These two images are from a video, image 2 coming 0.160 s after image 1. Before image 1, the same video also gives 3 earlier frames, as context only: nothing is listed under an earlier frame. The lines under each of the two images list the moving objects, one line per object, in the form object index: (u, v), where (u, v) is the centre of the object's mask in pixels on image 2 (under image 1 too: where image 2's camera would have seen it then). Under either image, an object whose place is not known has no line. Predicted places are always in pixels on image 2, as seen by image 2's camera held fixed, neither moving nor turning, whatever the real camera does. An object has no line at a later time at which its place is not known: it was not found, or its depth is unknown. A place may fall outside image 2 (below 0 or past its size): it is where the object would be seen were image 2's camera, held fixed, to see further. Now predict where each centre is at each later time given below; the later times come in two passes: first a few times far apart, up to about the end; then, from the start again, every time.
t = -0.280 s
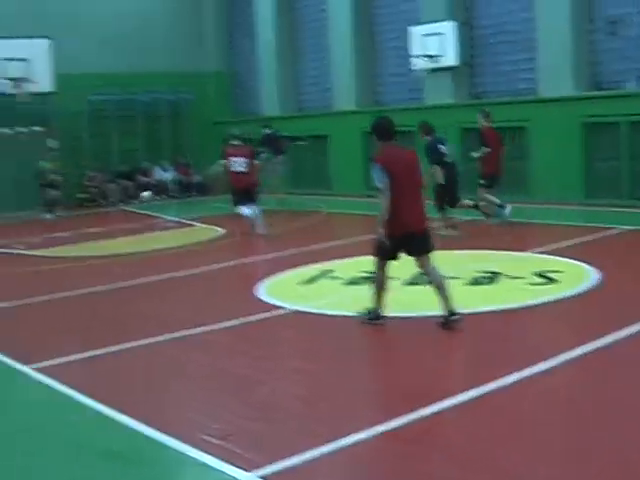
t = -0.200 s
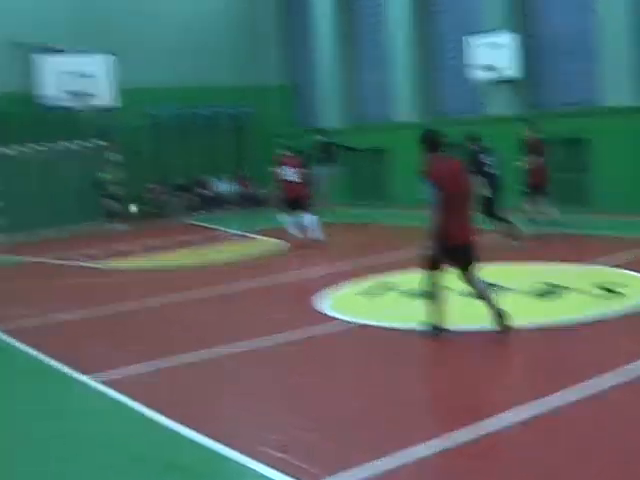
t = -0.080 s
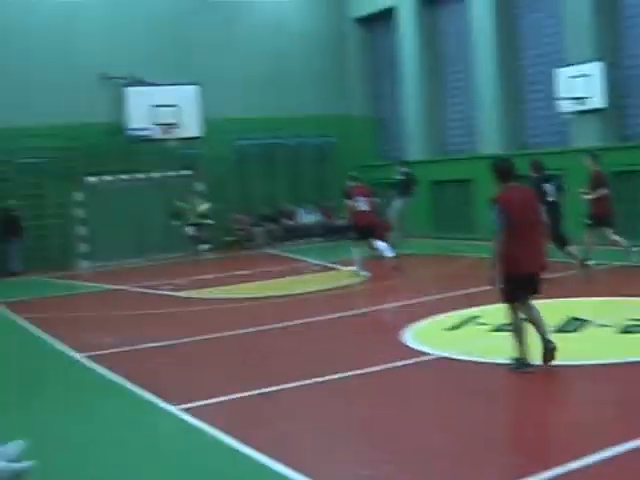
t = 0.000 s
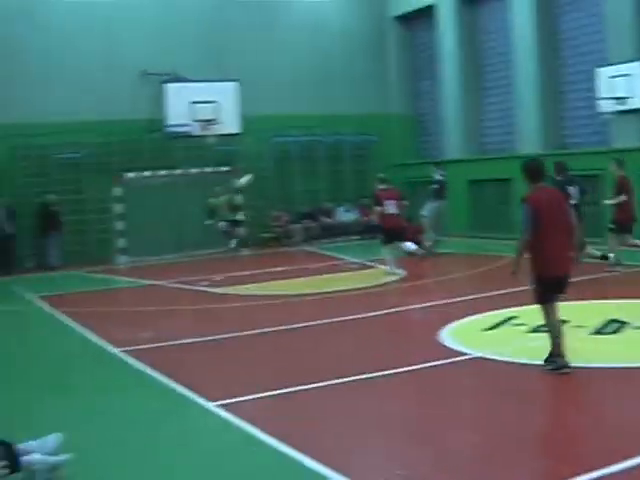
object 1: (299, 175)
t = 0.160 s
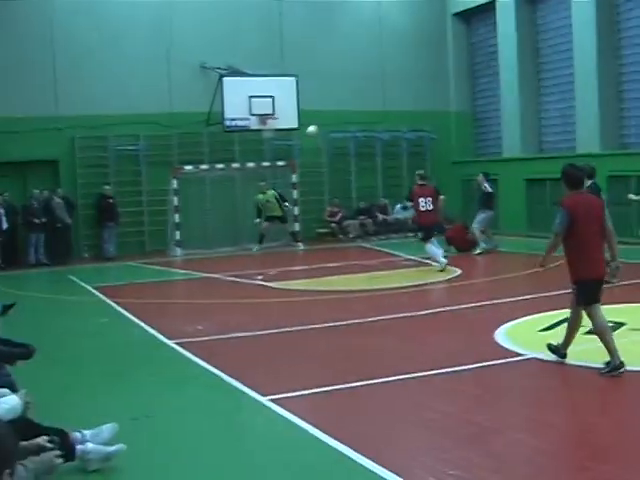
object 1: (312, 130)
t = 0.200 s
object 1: (314, 119)
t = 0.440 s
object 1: (331, 68)
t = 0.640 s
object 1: (345, 43)
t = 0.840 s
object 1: (364, 38)
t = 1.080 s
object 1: (393, 66)
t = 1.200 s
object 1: (411, 100)
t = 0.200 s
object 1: (314, 119)
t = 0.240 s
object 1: (317, 109)
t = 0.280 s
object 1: (320, 99)
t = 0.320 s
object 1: (322, 90)
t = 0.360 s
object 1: (325, 82)
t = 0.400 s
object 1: (328, 75)
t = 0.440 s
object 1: (331, 68)
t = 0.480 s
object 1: (333, 61)
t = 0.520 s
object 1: (337, 55)
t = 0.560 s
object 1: (339, 51)
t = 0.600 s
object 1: (342, 47)
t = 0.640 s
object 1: (345, 43)
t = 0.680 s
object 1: (349, 41)
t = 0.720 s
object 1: (352, 38)
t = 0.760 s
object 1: (356, 37)
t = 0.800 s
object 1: (360, 37)
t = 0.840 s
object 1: (364, 38)
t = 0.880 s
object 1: (368, 40)
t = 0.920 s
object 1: (372, 42)
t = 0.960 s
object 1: (377, 46)
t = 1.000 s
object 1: (382, 51)
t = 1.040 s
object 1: (387, 58)
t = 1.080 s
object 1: (393, 66)
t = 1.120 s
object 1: (398, 76)
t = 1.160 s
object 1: (404, 86)
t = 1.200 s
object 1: (411, 100)
